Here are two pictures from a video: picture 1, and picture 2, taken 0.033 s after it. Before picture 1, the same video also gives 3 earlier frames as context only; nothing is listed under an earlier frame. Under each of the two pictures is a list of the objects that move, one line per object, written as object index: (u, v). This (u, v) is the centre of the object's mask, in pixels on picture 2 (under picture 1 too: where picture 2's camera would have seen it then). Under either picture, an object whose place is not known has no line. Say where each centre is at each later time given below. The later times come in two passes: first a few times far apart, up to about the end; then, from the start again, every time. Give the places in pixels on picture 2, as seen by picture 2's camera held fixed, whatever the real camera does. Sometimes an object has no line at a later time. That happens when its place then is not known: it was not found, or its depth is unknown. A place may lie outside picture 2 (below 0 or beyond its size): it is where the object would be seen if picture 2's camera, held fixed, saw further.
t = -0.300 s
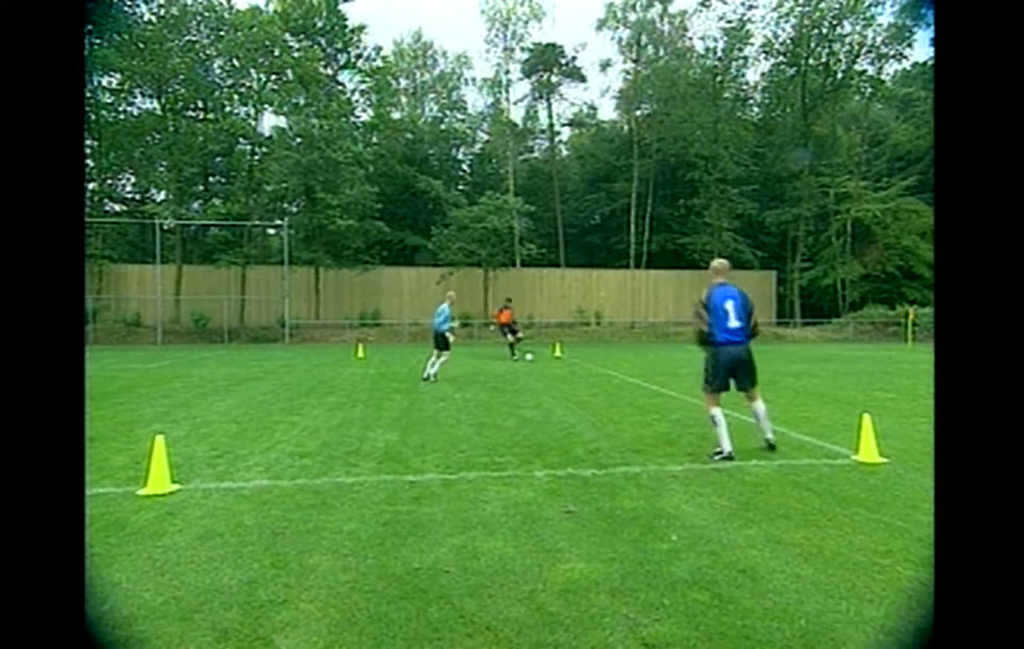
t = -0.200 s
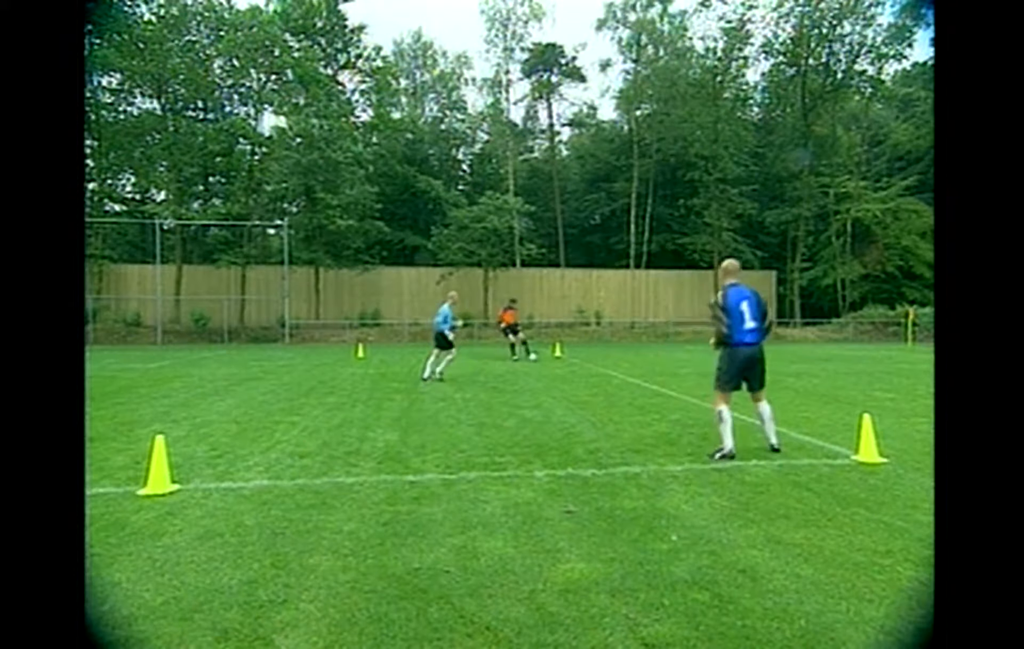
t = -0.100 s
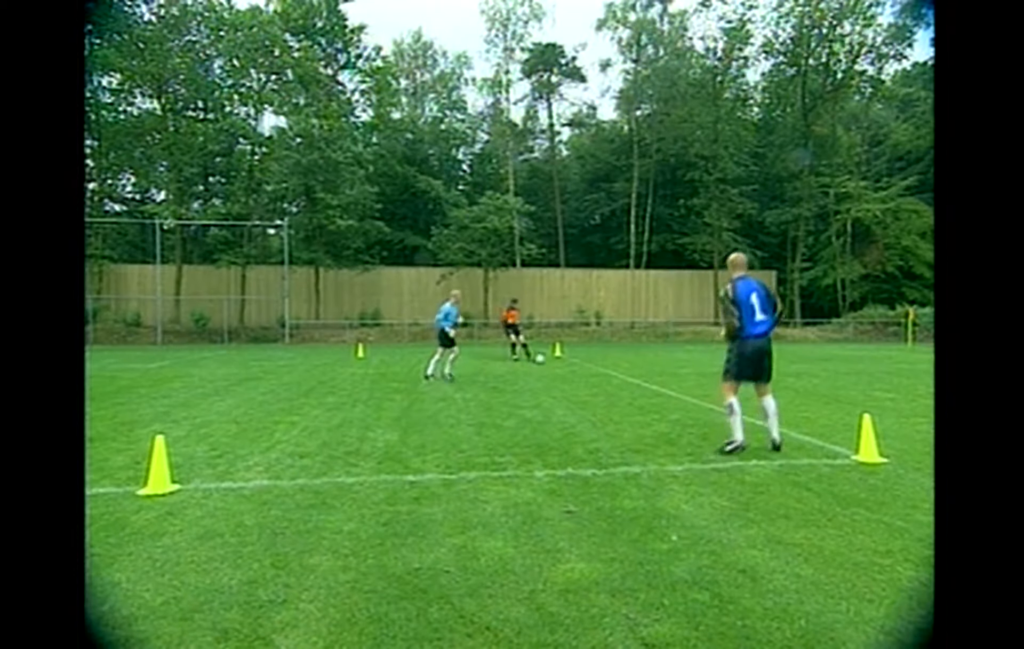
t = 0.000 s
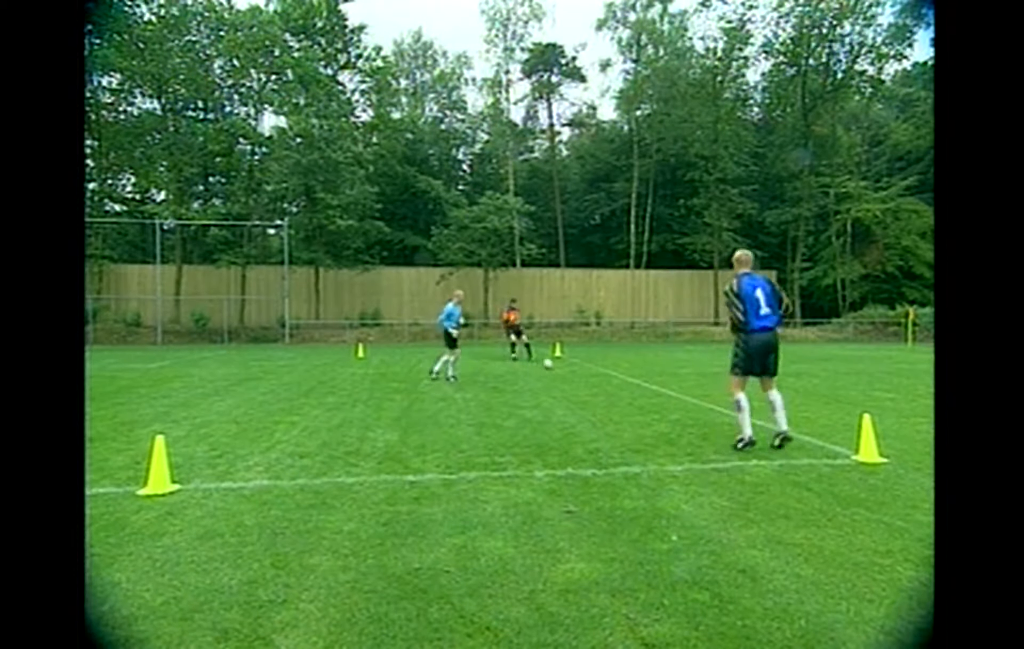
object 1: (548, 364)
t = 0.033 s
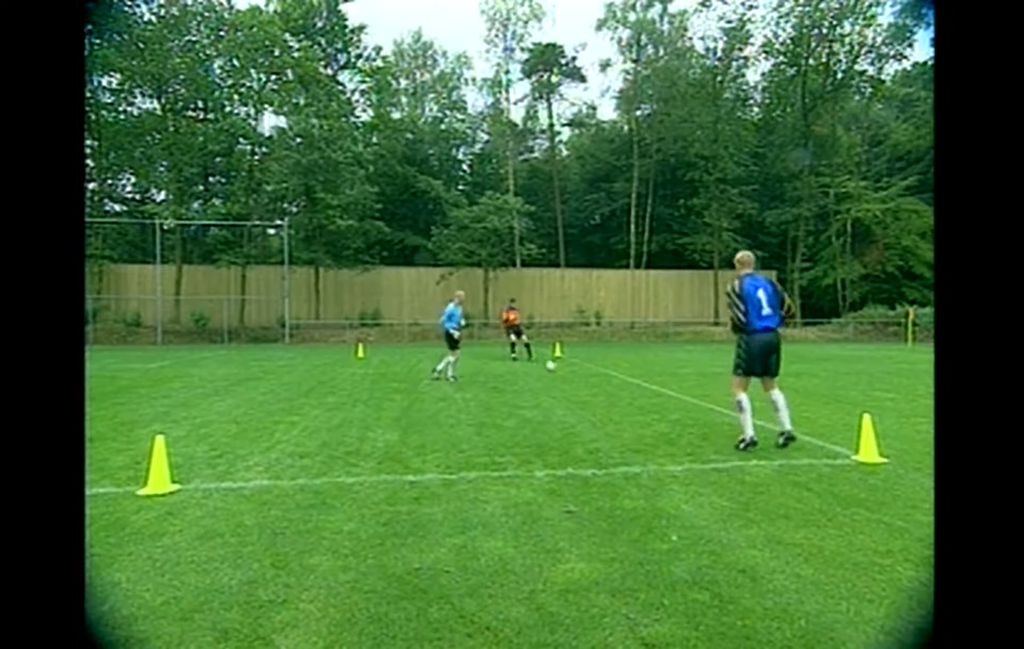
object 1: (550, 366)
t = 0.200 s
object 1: (565, 372)
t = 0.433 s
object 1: (590, 385)
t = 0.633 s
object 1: (616, 398)
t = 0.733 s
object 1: (629, 404)
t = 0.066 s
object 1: (553, 366)
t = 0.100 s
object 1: (556, 367)
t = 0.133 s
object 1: (559, 369)
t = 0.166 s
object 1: (562, 370)
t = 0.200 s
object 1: (565, 372)
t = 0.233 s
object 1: (569, 374)
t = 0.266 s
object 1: (572, 377)
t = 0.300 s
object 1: (575, 377)
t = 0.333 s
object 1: (579, 379)
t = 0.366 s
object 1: (582, 381)
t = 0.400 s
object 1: (586, 383)
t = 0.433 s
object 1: (590, 385)
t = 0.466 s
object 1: (594, 387)
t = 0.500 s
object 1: (598, 389)
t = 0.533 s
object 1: (602, 391)
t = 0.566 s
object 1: (606, 393)
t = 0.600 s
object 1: (611, 396)
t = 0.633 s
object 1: (616, 398)
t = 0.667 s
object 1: (620, 400)
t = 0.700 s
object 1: (625, 402)
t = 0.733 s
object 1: (629, 404)
